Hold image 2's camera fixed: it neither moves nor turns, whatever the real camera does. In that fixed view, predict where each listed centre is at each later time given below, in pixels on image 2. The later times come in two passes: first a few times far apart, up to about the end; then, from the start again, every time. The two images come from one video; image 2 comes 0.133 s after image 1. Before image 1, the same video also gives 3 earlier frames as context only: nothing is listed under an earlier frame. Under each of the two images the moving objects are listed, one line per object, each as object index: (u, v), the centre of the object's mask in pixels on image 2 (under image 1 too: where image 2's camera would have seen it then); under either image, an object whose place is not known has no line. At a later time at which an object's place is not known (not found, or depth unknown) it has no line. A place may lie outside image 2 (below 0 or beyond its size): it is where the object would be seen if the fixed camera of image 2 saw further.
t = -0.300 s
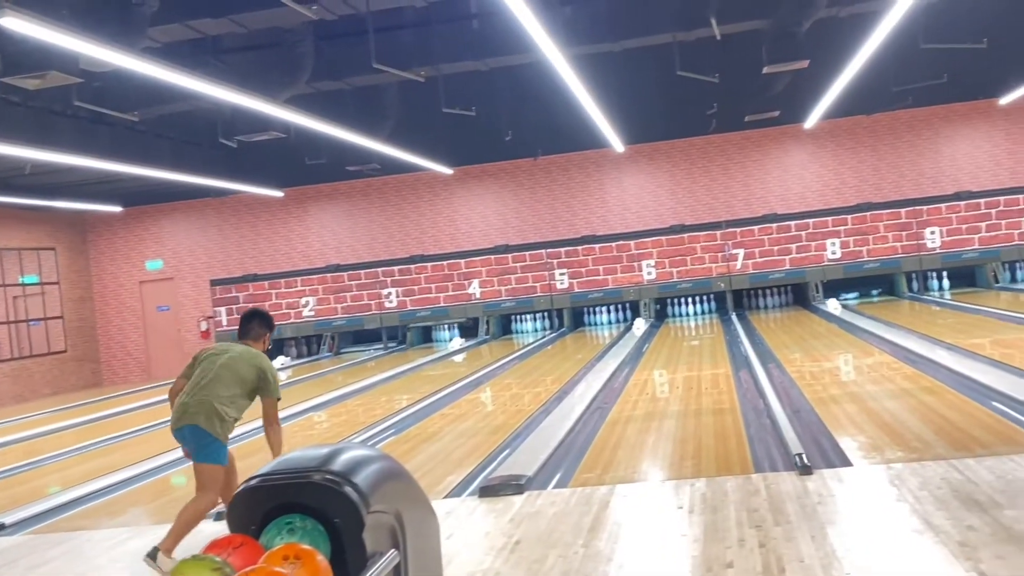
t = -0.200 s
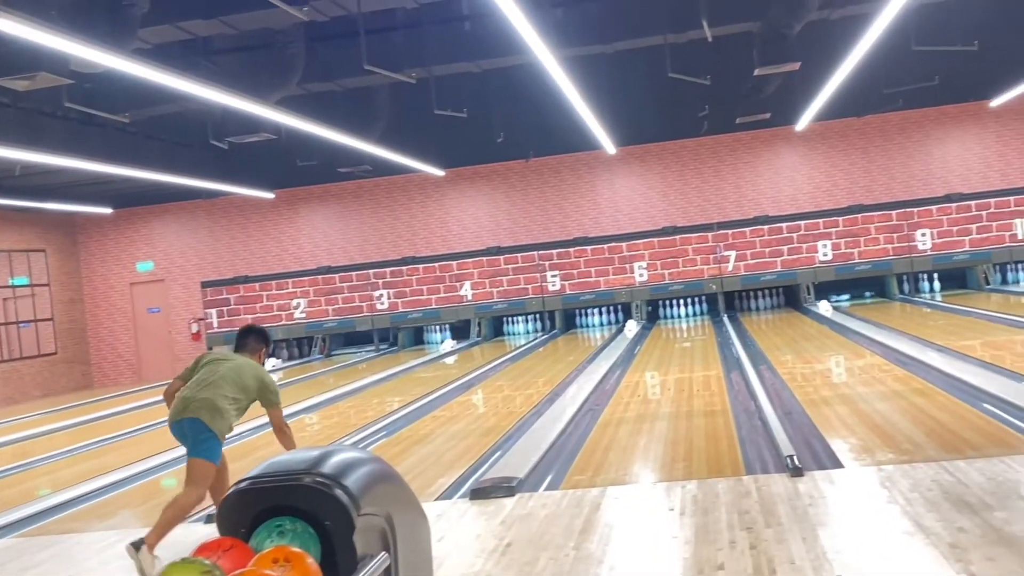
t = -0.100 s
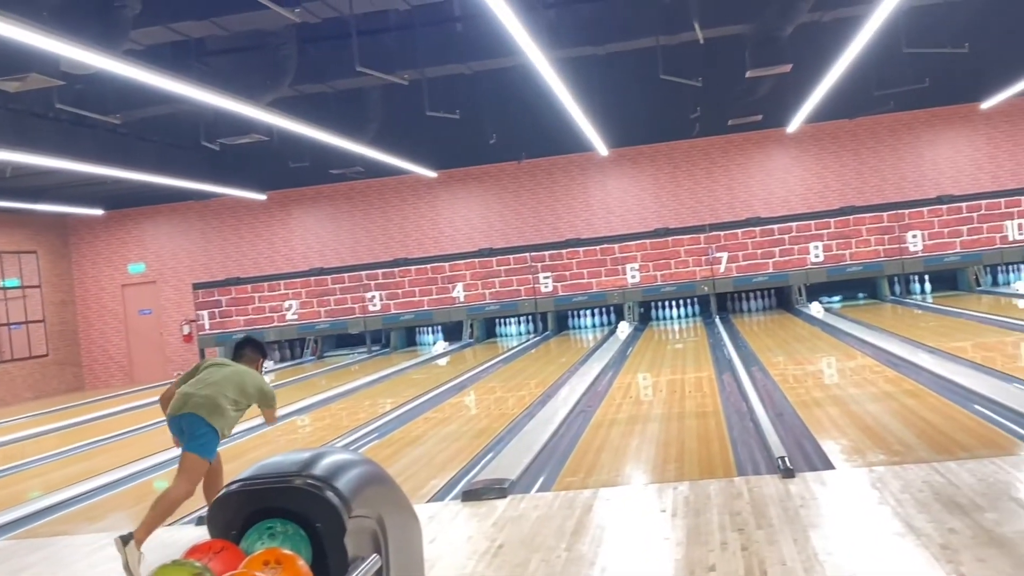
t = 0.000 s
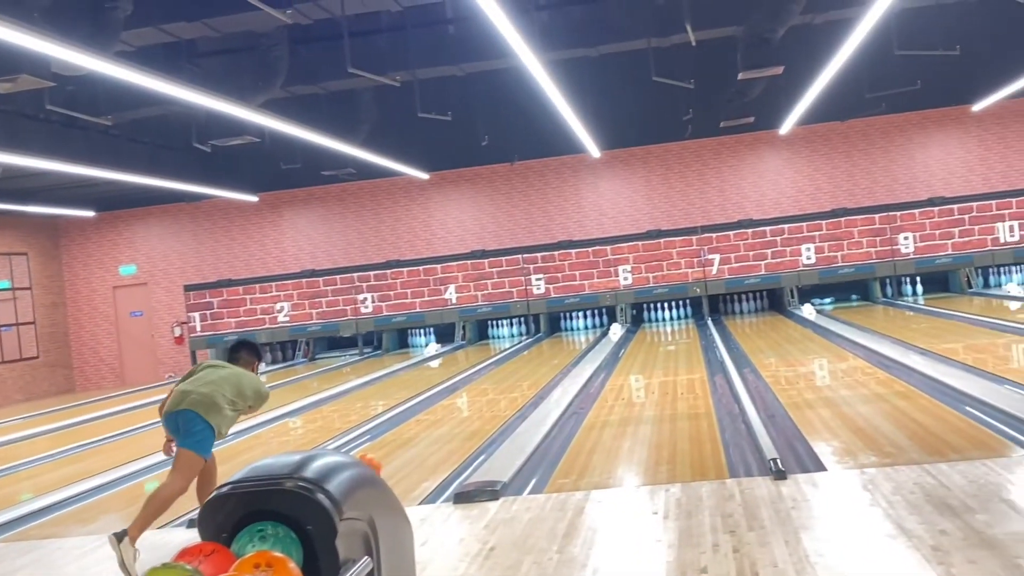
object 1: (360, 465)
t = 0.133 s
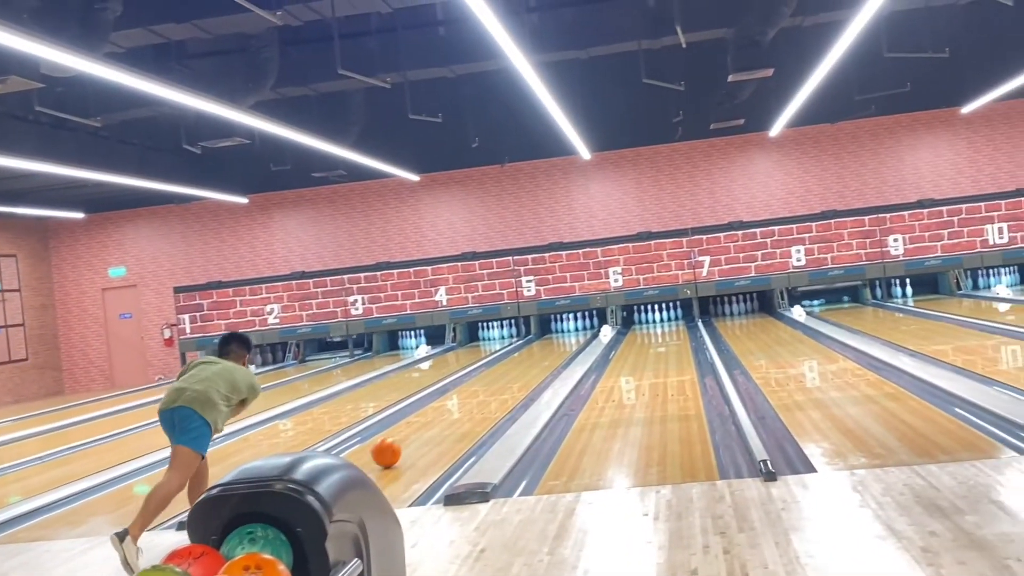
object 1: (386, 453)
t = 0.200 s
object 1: (400, 444)
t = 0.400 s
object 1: (434, 423)
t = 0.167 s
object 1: (393, 448)
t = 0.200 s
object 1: (400, 444)
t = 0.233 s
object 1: (406, 440)
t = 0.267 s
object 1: (412, 437)
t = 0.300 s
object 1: (418, 433)
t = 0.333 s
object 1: (423, 429)
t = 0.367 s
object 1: (429, 427)
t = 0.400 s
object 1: (434, 423)
